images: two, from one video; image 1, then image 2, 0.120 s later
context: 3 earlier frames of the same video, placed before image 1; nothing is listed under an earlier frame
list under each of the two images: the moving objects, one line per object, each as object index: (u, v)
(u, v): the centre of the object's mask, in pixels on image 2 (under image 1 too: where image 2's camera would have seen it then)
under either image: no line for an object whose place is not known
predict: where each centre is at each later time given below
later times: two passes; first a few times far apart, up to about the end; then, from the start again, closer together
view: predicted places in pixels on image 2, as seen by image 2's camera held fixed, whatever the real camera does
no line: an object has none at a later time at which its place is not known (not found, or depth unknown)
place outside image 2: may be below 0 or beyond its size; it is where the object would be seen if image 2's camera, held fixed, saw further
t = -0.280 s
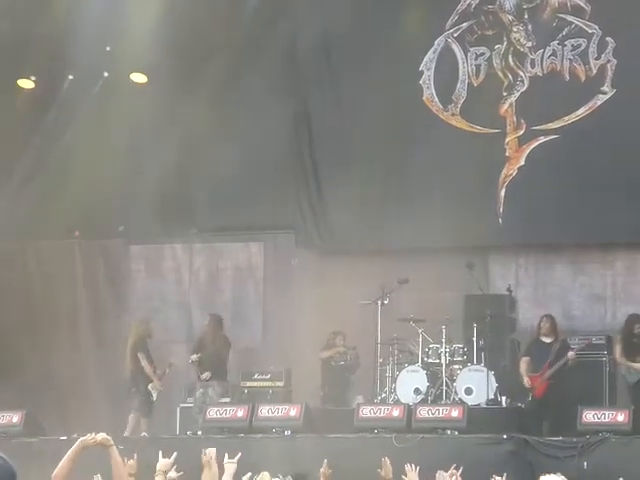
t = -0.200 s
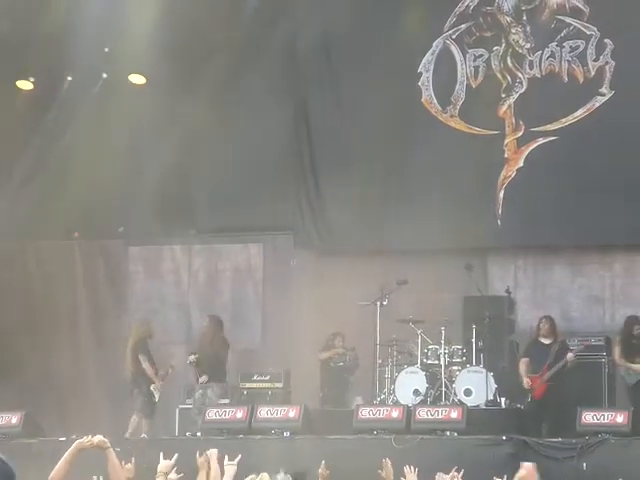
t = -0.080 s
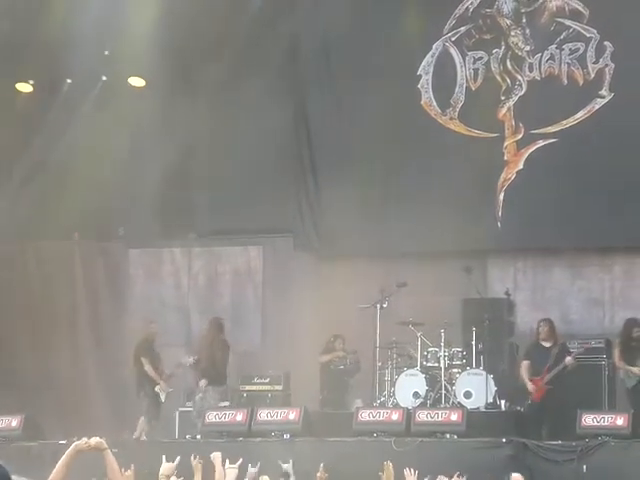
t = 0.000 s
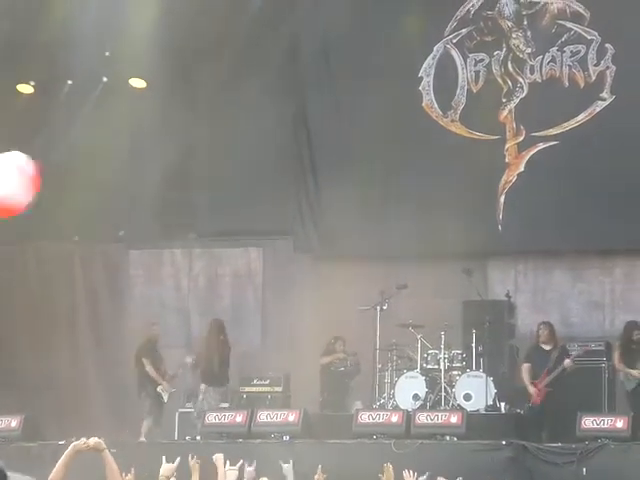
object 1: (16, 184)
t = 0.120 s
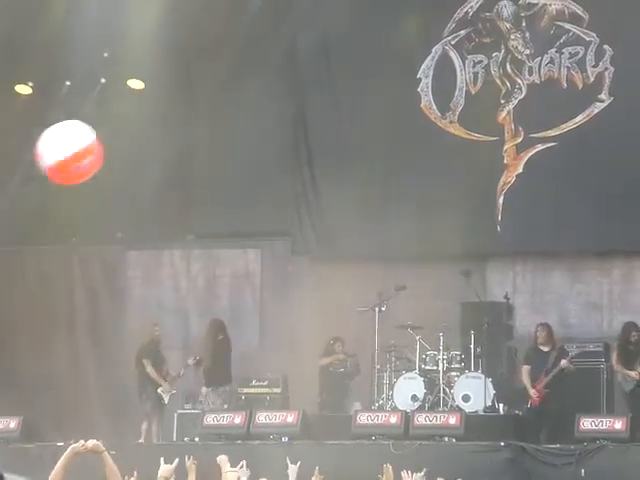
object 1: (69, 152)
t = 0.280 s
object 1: (149, 138)
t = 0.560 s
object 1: (292, 197)
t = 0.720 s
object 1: (380, 272)
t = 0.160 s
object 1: (89, 145)
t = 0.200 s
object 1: (110, 140)
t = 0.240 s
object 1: (130, 138)
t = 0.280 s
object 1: (149, 138)
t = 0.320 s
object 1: (169, 140)
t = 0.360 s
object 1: (190, 144)
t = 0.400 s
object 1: (210, 150)
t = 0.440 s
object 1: (230, 159)
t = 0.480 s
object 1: (251, 170)
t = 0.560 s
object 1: (292, 197)
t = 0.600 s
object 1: (313, 213)
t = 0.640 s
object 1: (334, 231)
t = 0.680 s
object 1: (357, 251)
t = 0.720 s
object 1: (380, 272)
